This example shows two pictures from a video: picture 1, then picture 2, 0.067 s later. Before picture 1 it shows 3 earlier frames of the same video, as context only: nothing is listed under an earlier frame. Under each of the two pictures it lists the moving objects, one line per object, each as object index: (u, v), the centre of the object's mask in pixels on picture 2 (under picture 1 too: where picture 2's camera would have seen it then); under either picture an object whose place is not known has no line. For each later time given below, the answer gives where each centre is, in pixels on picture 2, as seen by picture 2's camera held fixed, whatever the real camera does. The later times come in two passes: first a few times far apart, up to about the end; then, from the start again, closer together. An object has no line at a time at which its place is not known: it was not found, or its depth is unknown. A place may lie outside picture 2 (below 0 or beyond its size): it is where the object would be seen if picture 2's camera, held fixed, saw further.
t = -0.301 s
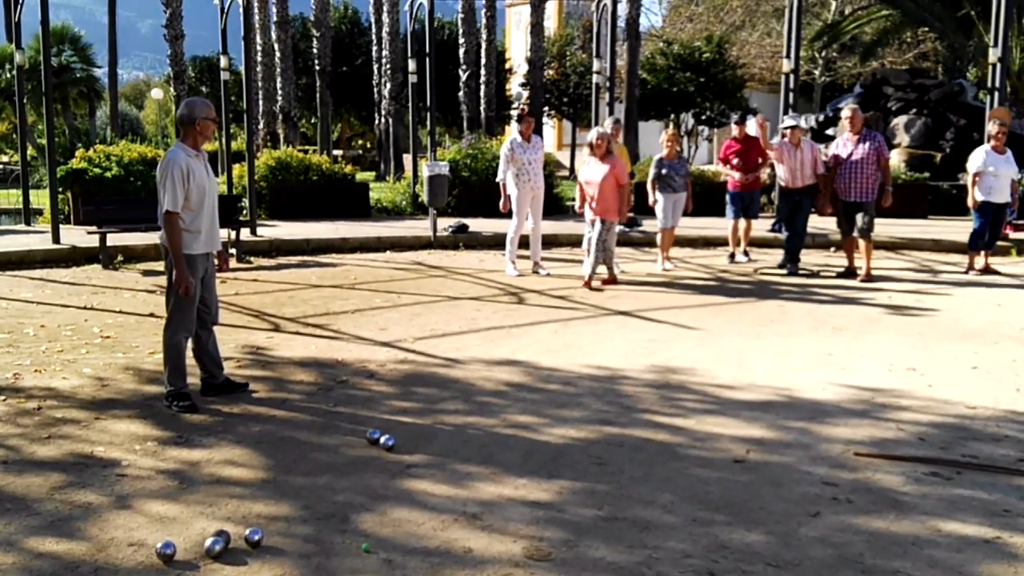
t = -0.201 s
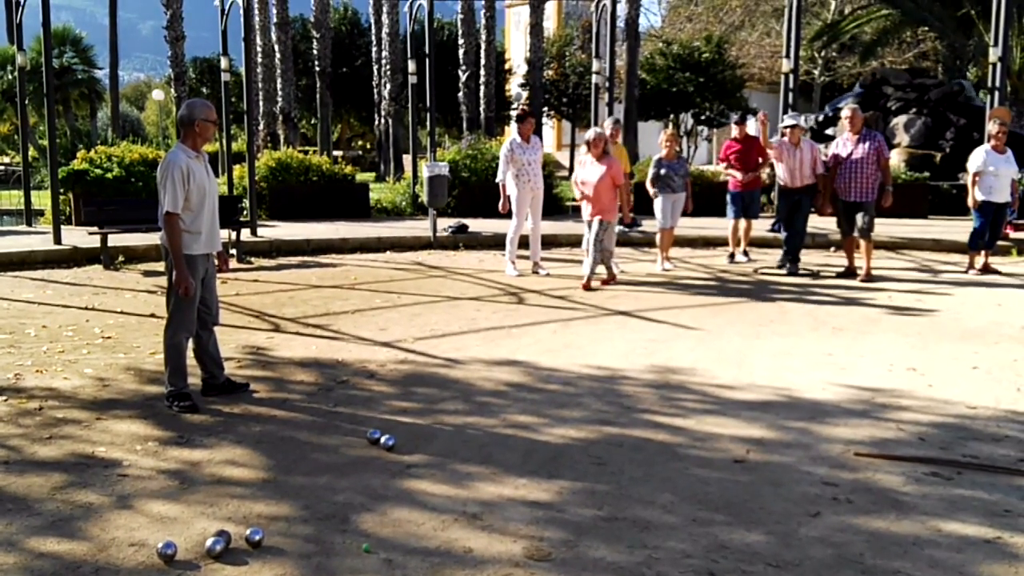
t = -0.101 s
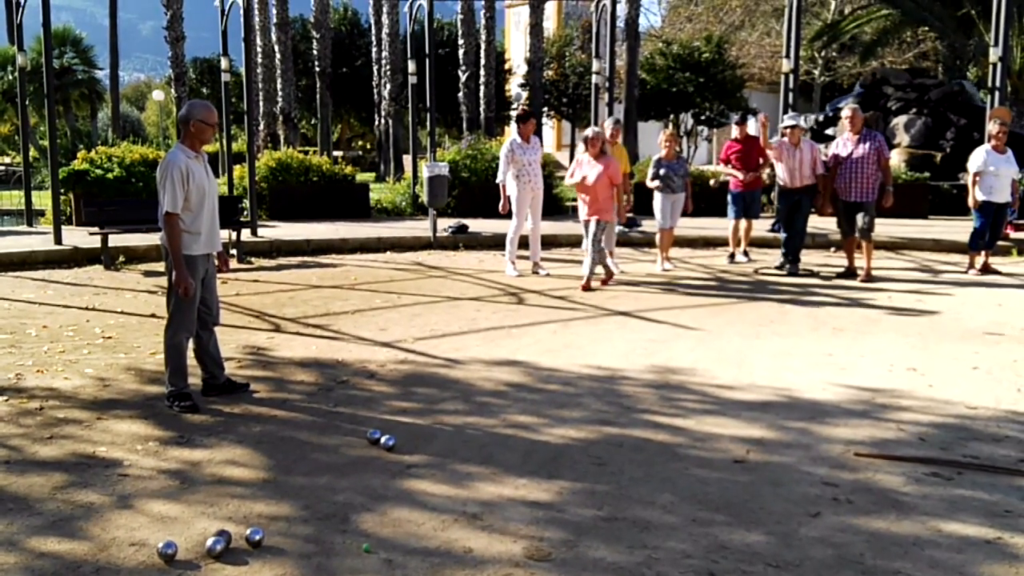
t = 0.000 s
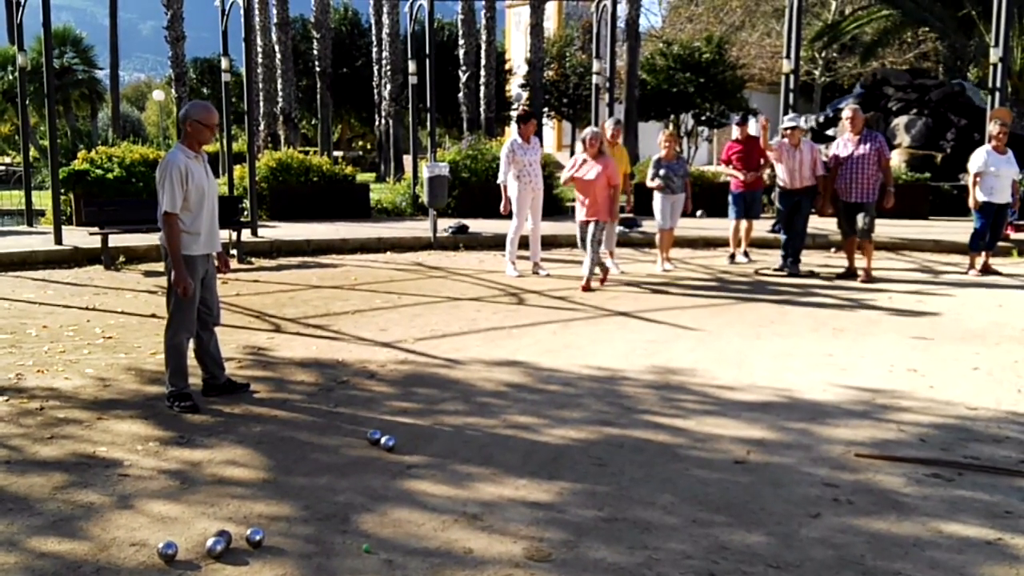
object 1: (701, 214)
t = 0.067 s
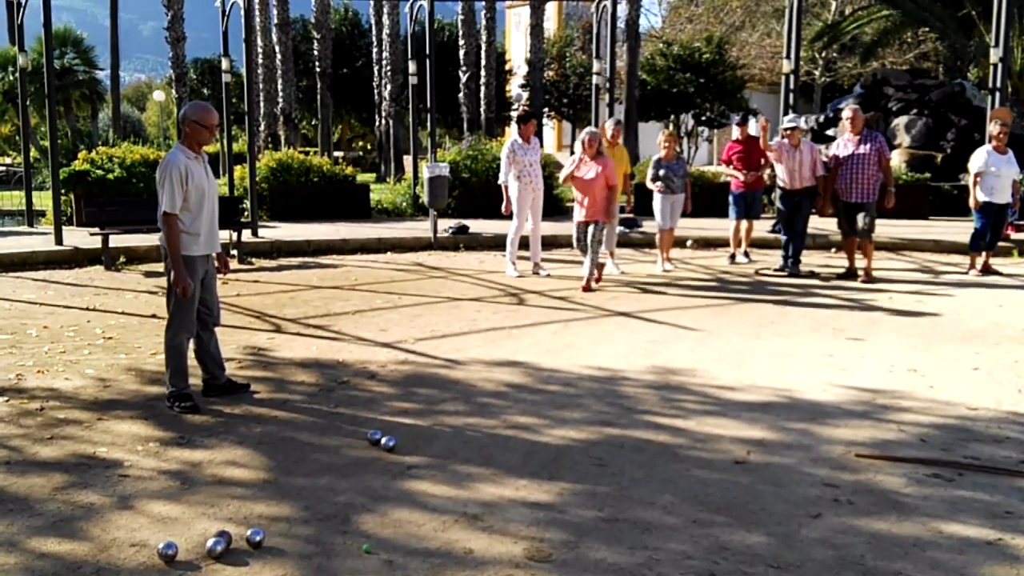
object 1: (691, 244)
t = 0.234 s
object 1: (668, 329)
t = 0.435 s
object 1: (656, 343)
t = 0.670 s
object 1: (640, 359)
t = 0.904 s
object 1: (621, 378)
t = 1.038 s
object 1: (608, 388)
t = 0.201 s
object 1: (670, 327)
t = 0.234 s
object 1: (668, 329)
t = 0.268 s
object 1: (666, 329)
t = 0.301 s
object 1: (664, 330)
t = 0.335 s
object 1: (663, 333)
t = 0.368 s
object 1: (660, 338)
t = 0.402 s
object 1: (658, 341)
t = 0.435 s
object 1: (656, 343)
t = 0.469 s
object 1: (654, 347)
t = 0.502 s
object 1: (652, 348)
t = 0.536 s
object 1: (650, 351)
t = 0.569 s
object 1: (648, 353)
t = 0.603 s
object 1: (645, 355)
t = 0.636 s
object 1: (643, 357)
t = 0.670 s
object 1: (640, 359)
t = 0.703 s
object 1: (638, 363)
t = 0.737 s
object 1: (635, 364)
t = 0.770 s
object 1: (633, 368)
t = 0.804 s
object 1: (630, 370)
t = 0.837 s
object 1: (627, 373)
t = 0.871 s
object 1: (624, 375)
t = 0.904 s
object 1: (621, 378)
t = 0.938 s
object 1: (618, 379)
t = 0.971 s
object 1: (615, 382)
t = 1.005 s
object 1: (612, 386)
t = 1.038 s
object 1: (608, 388)
